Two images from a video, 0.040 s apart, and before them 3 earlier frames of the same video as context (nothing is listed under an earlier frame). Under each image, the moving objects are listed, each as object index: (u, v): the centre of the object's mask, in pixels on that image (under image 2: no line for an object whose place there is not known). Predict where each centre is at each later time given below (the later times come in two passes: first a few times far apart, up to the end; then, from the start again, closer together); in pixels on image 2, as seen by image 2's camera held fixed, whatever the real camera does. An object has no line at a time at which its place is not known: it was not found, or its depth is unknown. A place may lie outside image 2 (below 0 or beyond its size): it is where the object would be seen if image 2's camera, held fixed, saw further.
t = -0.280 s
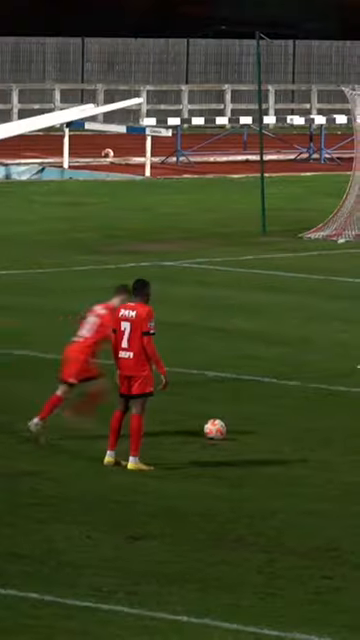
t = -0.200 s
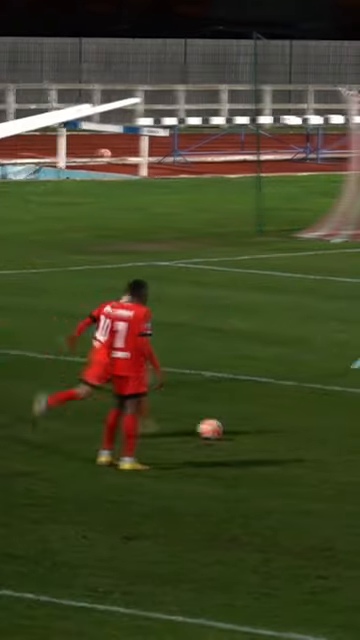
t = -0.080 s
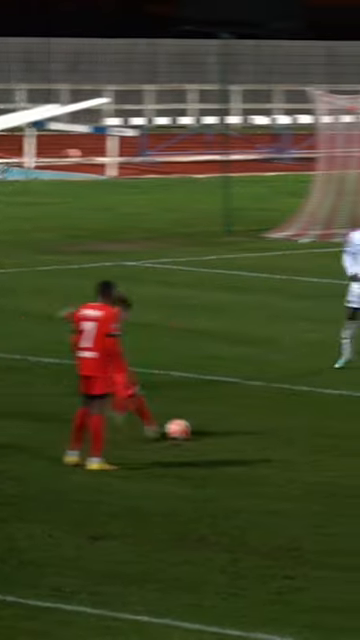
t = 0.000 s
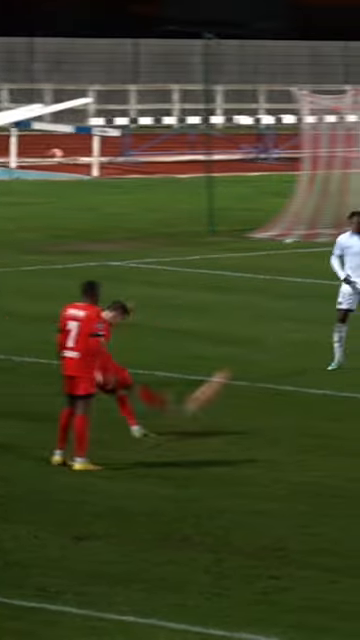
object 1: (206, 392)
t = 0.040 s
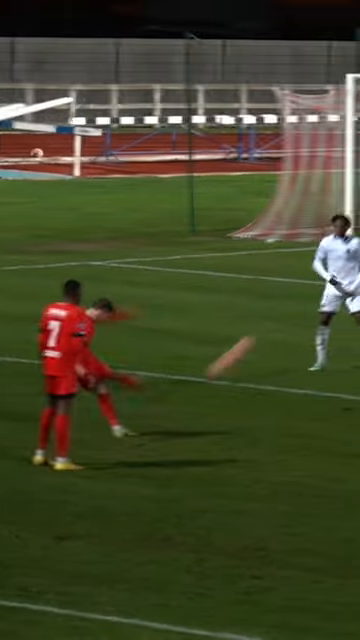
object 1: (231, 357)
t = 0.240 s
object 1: (413, 223)
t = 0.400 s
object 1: (518, 161)
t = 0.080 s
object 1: (274, 324)
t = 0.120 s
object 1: (312, 296)
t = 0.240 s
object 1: (413, 223)
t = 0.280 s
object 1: (440, 205)
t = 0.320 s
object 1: (469, 188)
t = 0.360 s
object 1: (495, 173)
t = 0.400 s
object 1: (518, 161)
